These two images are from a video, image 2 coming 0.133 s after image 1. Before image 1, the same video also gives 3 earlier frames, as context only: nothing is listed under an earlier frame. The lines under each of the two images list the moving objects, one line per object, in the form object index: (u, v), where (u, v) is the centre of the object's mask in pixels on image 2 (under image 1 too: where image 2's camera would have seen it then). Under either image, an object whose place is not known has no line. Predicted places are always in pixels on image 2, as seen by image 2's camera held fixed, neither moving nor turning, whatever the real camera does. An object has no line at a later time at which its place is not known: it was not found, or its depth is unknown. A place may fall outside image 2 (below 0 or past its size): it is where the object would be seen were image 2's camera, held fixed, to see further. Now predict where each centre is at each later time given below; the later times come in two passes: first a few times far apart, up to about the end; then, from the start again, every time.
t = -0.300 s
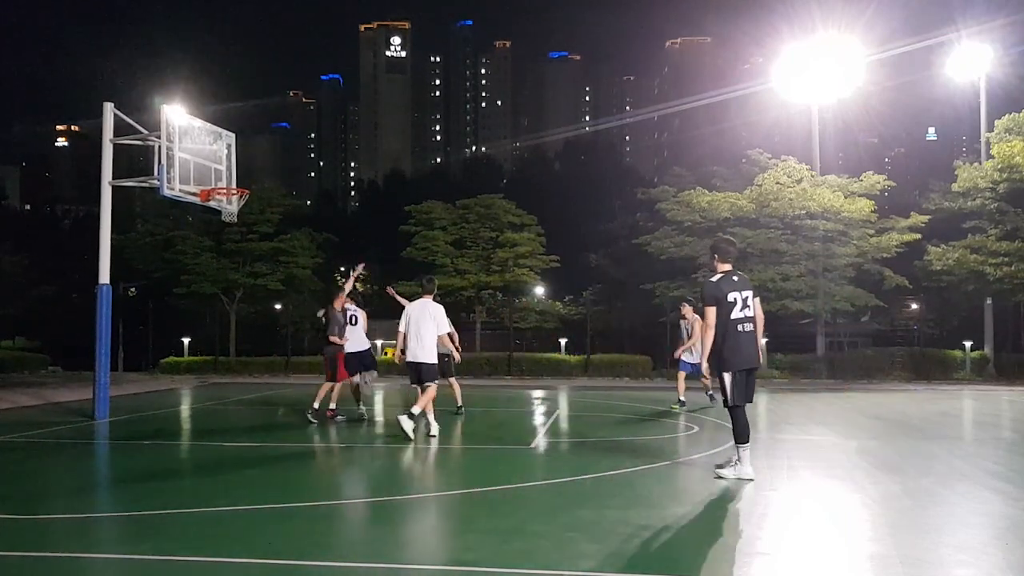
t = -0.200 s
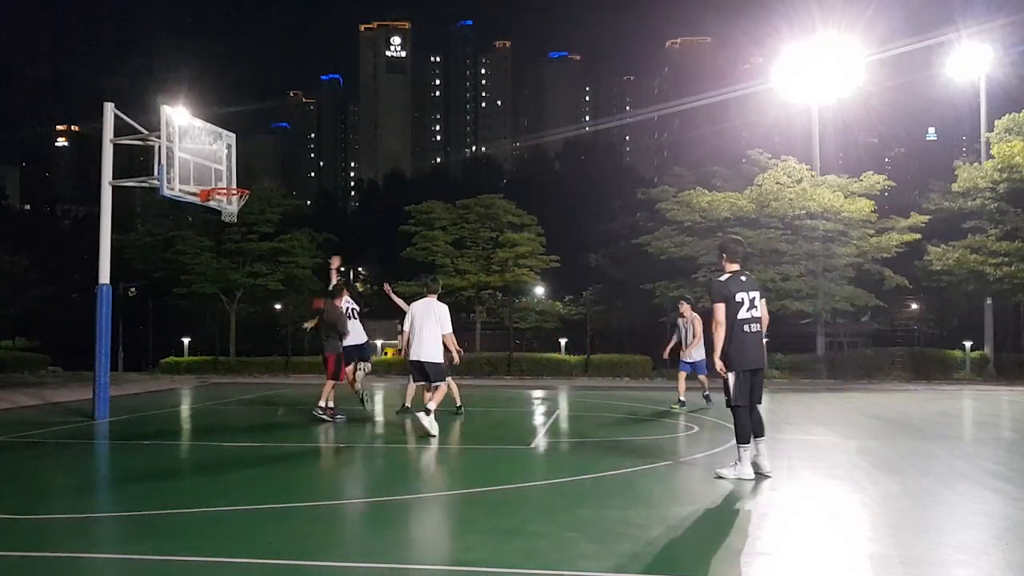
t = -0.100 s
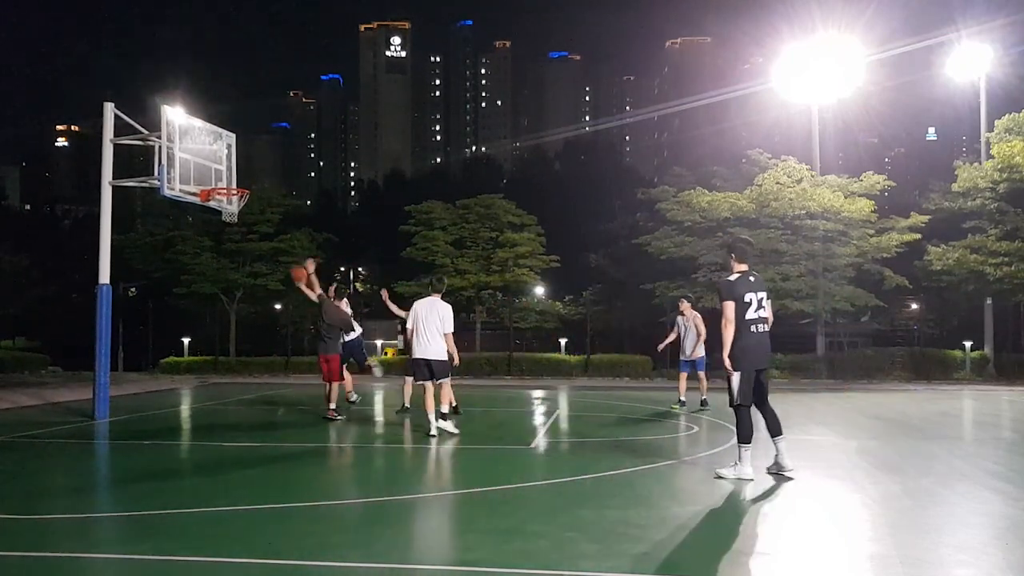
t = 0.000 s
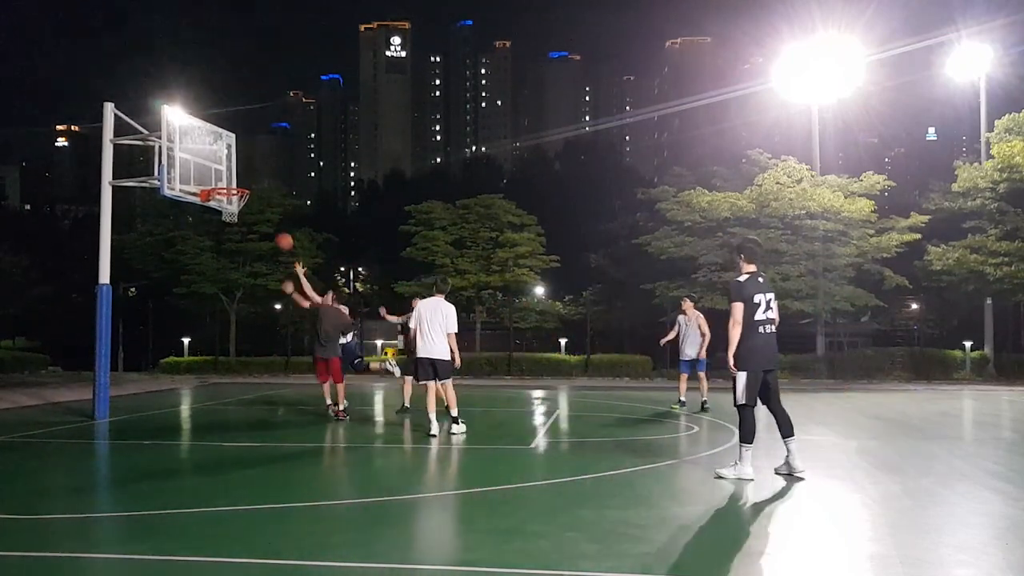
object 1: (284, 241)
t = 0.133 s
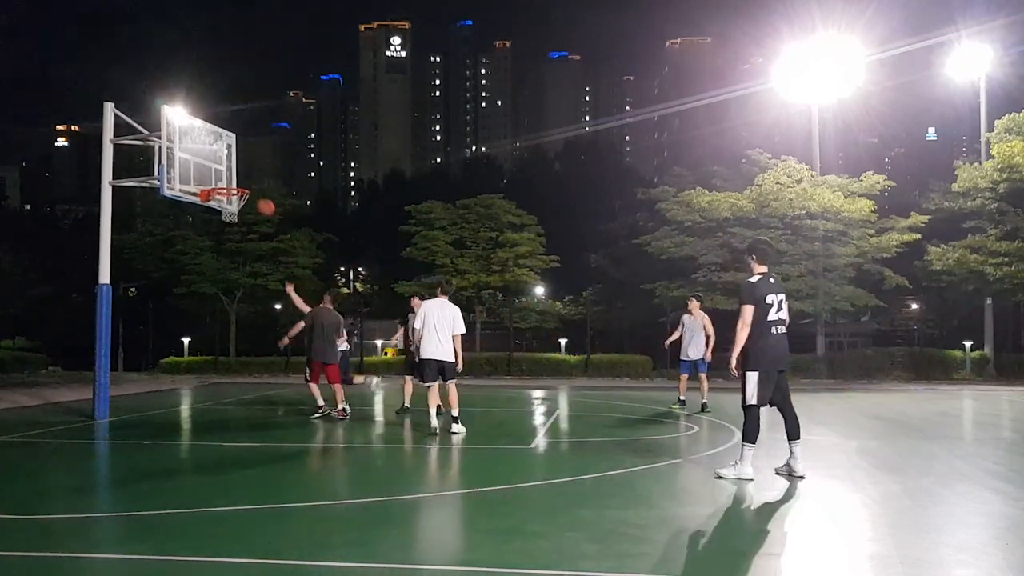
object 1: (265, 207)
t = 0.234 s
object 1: (252, 188)
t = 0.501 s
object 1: (232, 171)
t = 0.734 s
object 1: (236, 195)
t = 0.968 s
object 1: (239, 237)
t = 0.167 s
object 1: (261, 200)
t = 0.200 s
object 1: (257, 194)
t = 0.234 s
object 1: (252, 188)
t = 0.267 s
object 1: (246, 183)
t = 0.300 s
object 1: (241, 181)
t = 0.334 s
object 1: (236, 177)
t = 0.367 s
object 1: (232, 175)
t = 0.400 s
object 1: (230, 173)
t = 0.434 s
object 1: (231, 171)
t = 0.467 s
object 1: (231, 171)
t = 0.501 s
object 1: (232, 171)
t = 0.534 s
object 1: (232, 172)
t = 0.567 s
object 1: (232, 174)
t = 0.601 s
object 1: (233, 176)
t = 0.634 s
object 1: (233, 180)
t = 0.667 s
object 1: (234, 184)
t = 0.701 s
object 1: (233, 188)
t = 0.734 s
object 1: (236, 195)
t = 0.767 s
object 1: (237, 203)
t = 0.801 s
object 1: (237, 210)
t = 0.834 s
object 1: (236, 215)
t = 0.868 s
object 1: (237, 220)
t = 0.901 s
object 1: (237, 224)
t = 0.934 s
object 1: (237, 230)
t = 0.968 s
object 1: (239, 237)
